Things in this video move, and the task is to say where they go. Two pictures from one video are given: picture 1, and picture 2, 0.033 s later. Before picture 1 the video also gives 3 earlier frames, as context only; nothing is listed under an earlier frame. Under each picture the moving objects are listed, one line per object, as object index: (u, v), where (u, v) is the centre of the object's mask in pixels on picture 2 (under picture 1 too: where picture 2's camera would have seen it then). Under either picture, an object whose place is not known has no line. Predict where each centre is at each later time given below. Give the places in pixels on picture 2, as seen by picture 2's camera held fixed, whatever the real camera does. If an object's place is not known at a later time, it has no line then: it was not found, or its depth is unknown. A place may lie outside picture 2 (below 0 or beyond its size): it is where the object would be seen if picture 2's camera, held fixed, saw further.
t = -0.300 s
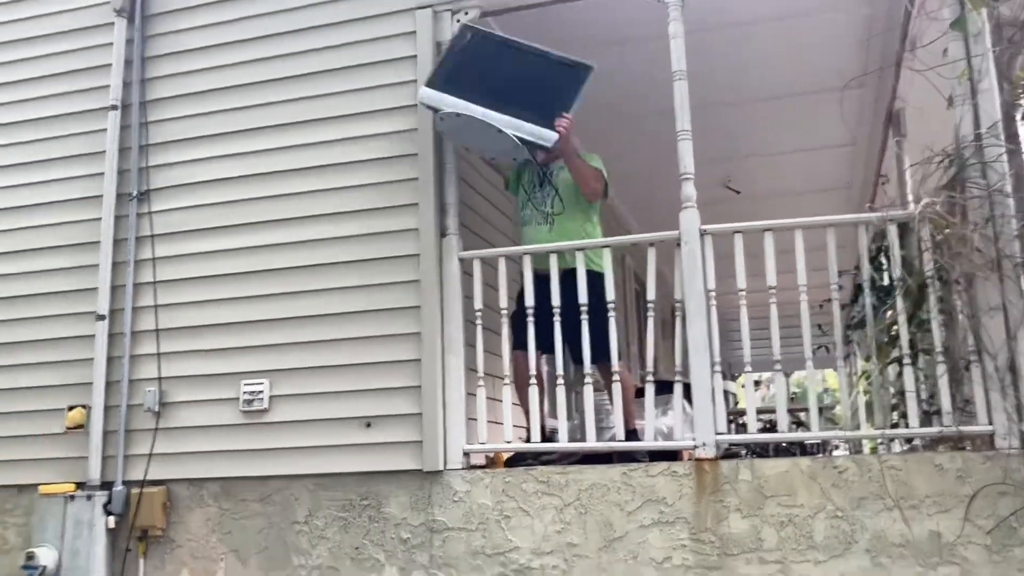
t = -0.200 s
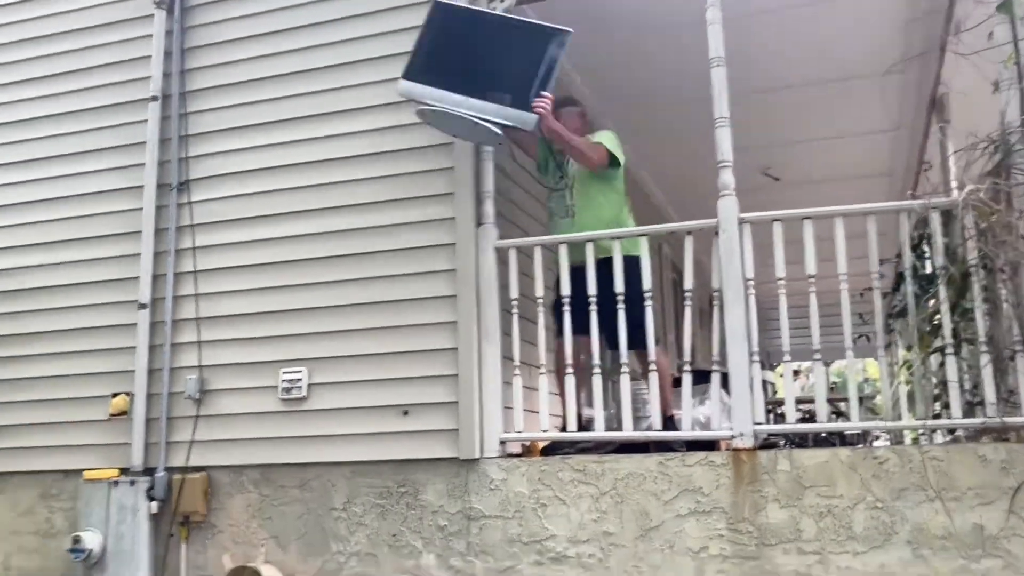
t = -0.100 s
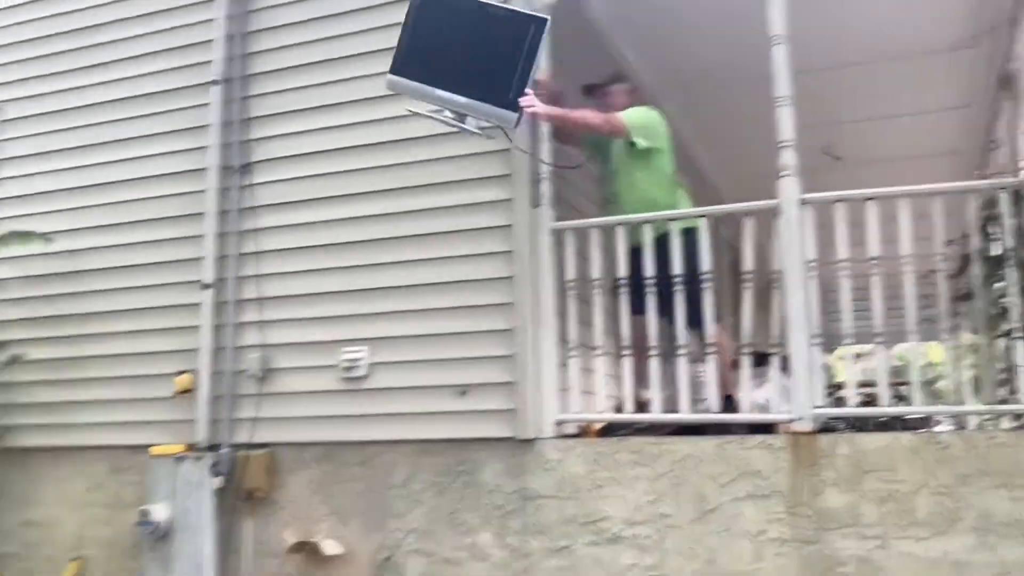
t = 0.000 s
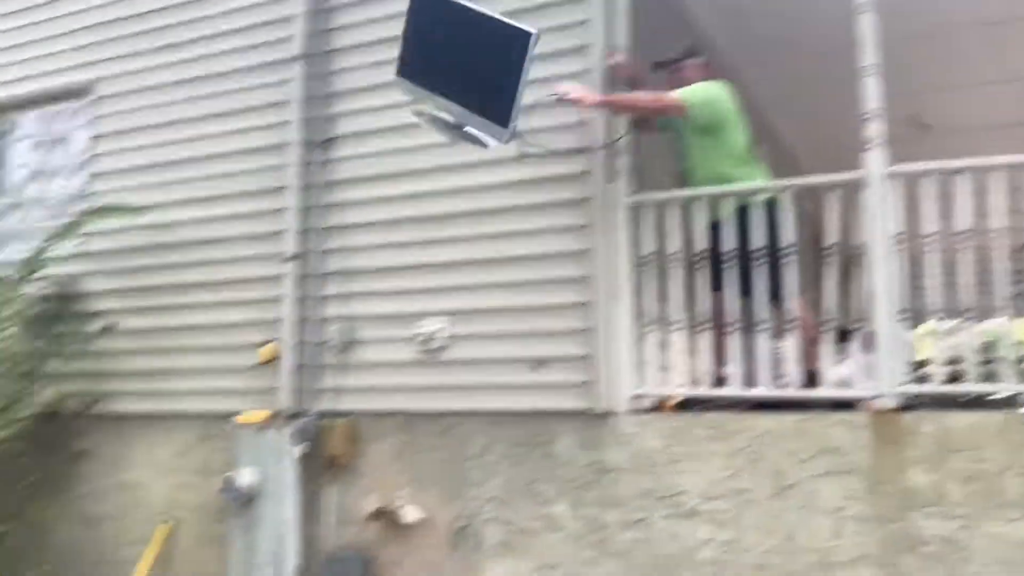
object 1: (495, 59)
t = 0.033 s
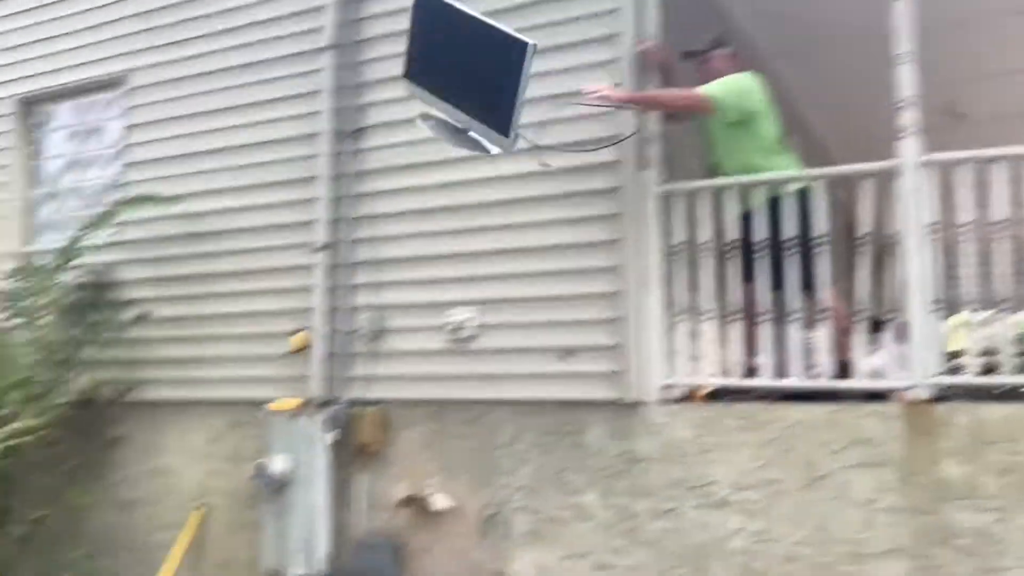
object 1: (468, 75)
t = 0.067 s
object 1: (439, 94)
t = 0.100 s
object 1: (412, 116)
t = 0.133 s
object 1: (382, 141)
